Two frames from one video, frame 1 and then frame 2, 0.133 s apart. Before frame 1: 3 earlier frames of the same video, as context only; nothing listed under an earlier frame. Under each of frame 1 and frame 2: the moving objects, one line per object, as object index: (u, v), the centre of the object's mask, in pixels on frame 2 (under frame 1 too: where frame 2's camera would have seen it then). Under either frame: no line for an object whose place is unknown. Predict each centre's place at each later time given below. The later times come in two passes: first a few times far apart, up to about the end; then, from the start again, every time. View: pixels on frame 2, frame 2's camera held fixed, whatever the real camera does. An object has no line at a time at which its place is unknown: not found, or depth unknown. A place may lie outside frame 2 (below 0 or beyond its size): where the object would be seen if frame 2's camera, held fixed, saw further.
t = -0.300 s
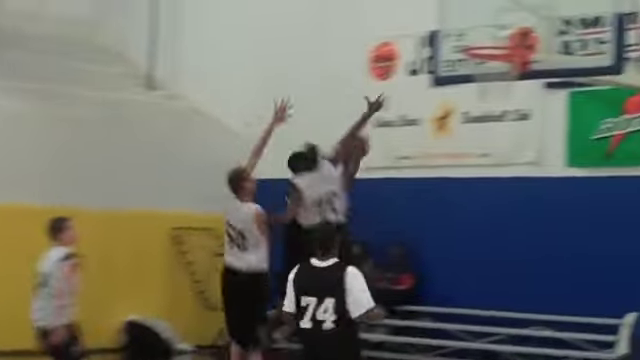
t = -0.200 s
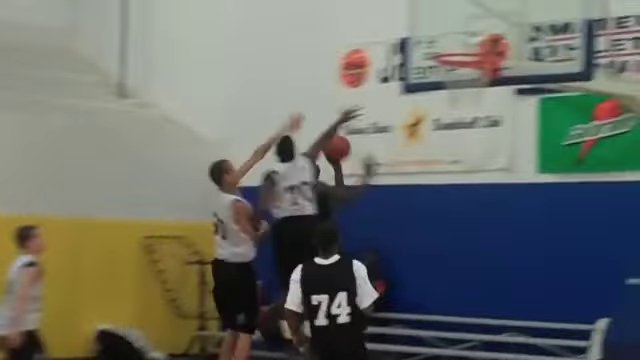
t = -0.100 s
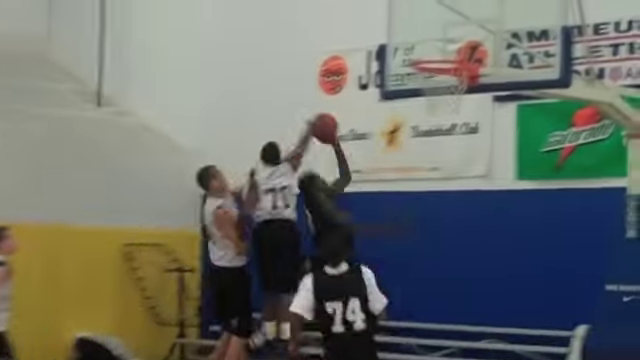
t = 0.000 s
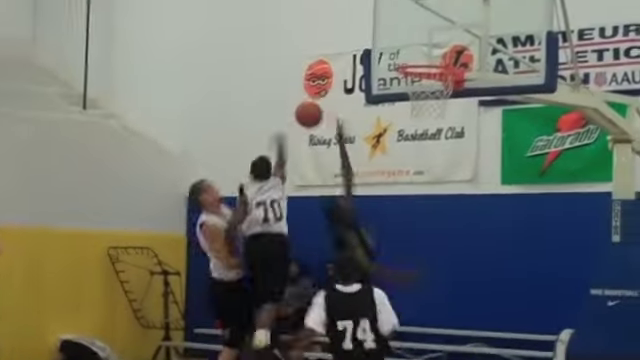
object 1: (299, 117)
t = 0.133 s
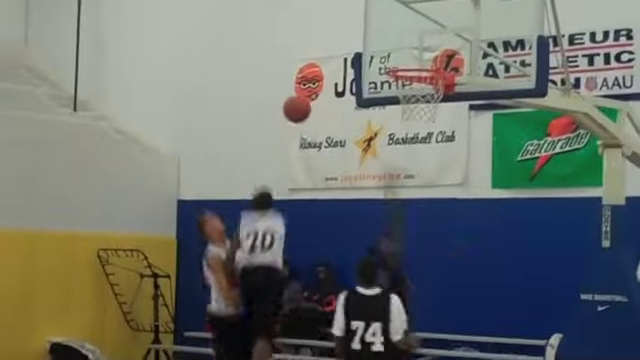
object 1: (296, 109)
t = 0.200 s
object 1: (295, 112)
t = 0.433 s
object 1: (287, 162)
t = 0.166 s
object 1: (295, 110)
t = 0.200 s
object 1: (295, 112)
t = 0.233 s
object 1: (294, 116)
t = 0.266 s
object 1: (292, 121)
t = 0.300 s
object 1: (292, 126)
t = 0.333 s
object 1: (291, 132)
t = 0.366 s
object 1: (290, 141)
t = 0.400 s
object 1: (288, 151)
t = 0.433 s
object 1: (287, 162)
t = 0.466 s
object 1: (286, 173)
